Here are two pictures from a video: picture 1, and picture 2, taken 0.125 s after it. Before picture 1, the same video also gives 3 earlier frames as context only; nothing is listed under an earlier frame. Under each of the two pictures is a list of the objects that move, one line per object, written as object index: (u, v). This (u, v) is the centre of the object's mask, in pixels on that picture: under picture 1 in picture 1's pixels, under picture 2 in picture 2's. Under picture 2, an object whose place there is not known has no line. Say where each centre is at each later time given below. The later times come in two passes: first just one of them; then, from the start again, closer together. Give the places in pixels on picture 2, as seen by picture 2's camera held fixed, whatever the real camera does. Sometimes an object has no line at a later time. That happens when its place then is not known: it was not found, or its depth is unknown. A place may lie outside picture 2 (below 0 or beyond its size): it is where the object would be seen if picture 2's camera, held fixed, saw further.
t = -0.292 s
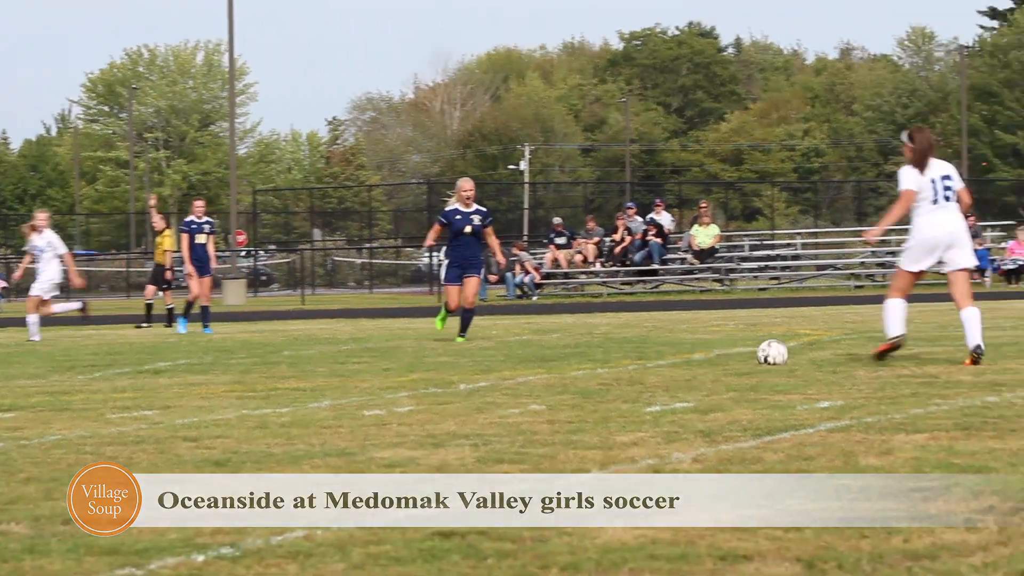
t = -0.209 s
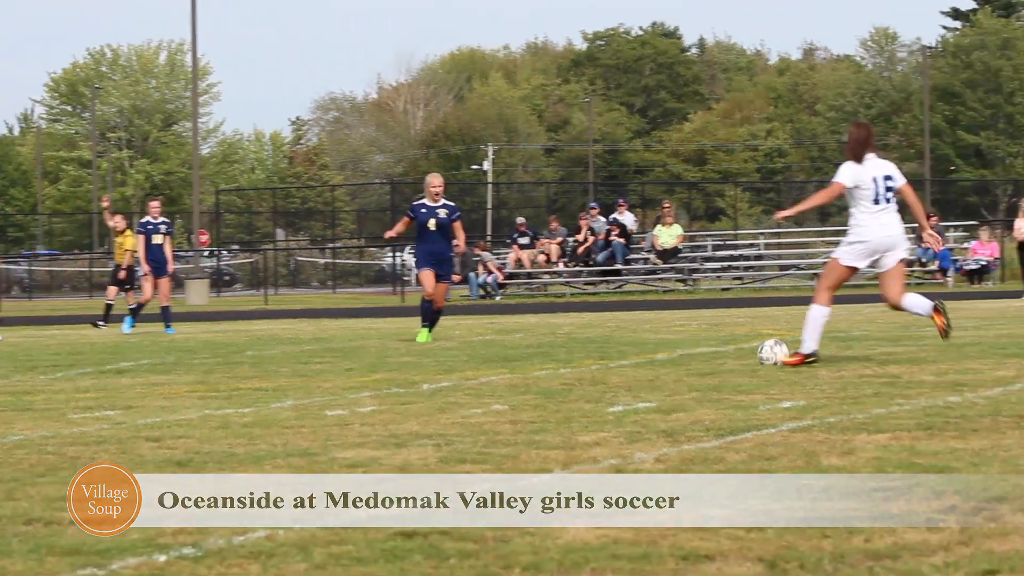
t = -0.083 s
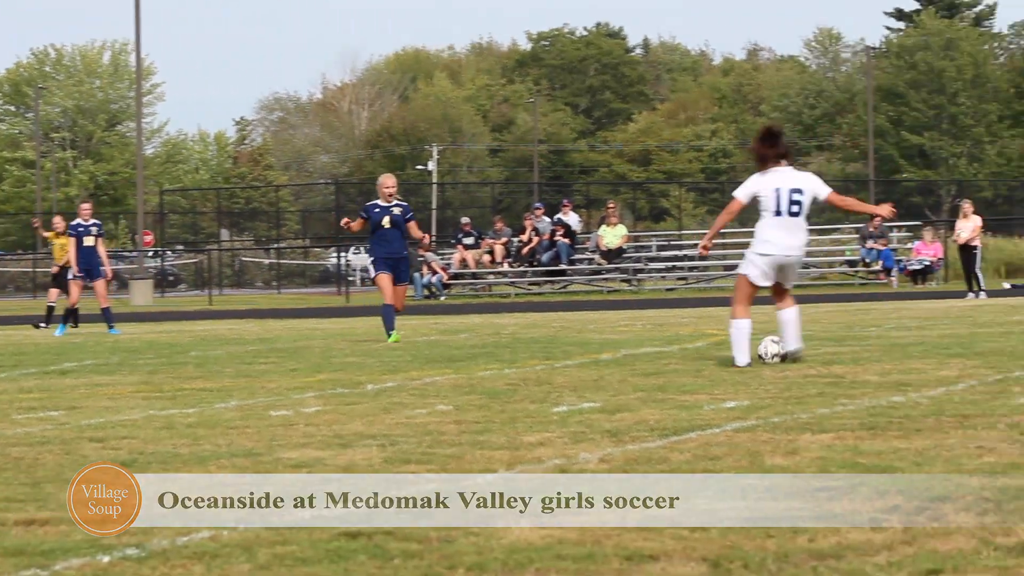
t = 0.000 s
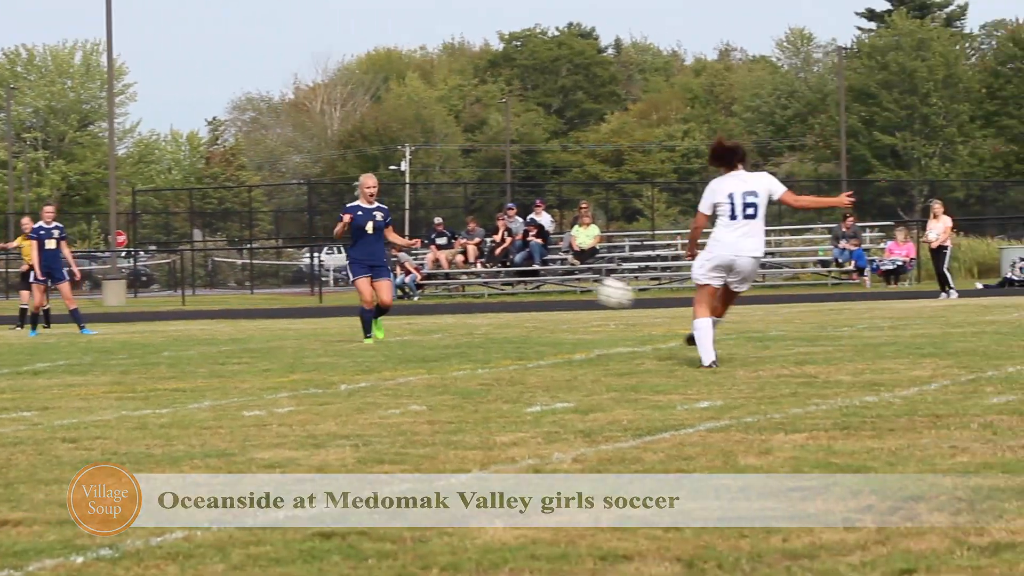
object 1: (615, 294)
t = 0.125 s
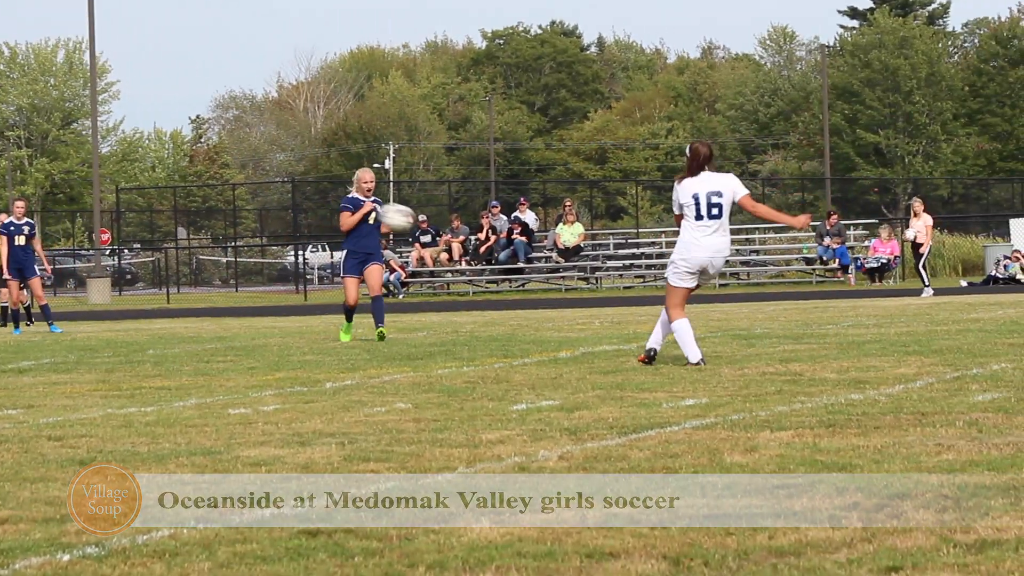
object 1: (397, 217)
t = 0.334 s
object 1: (108, 134)
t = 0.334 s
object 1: (108, 134)
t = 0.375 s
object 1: (55, 120)
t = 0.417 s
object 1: (2, 107)
